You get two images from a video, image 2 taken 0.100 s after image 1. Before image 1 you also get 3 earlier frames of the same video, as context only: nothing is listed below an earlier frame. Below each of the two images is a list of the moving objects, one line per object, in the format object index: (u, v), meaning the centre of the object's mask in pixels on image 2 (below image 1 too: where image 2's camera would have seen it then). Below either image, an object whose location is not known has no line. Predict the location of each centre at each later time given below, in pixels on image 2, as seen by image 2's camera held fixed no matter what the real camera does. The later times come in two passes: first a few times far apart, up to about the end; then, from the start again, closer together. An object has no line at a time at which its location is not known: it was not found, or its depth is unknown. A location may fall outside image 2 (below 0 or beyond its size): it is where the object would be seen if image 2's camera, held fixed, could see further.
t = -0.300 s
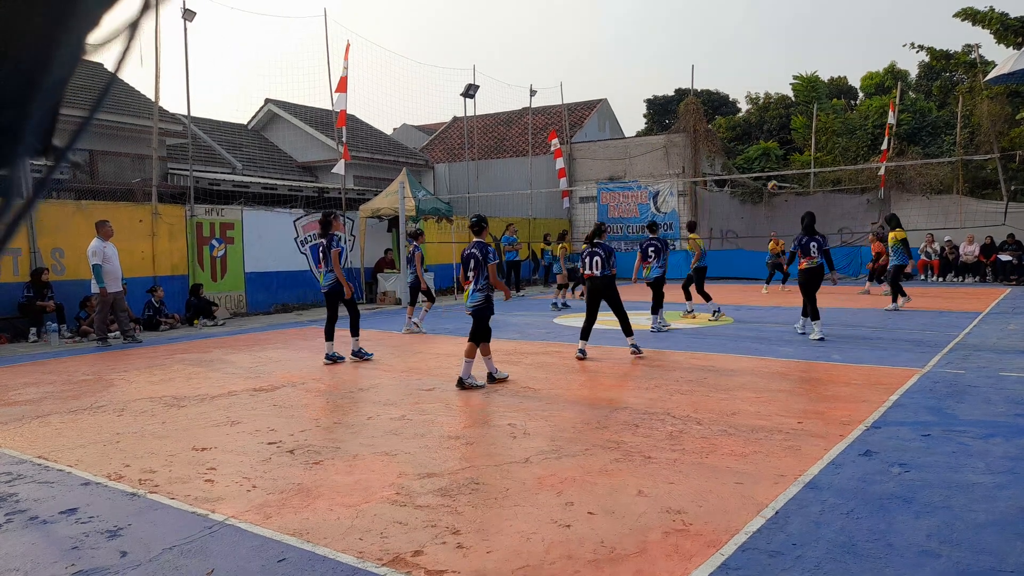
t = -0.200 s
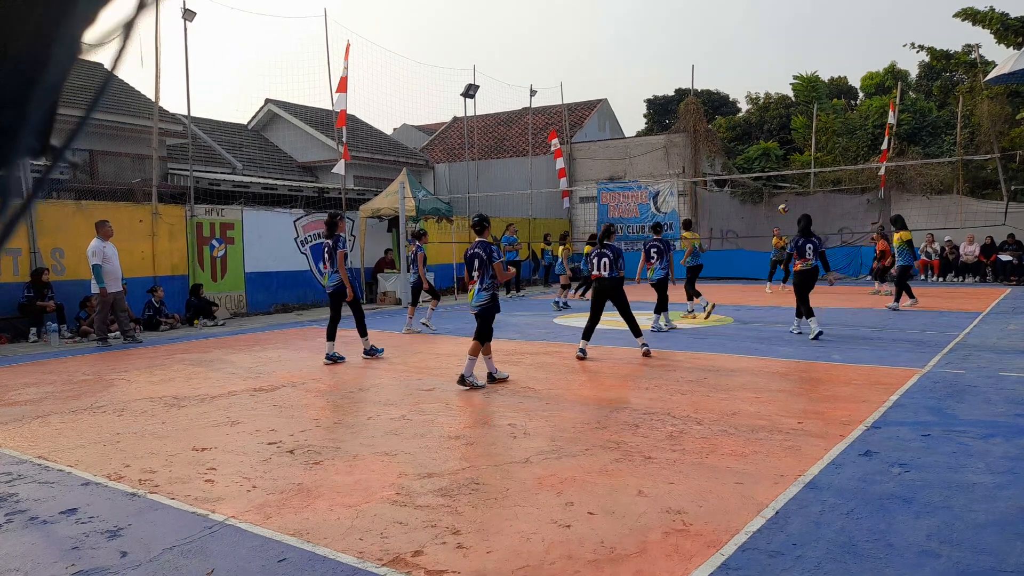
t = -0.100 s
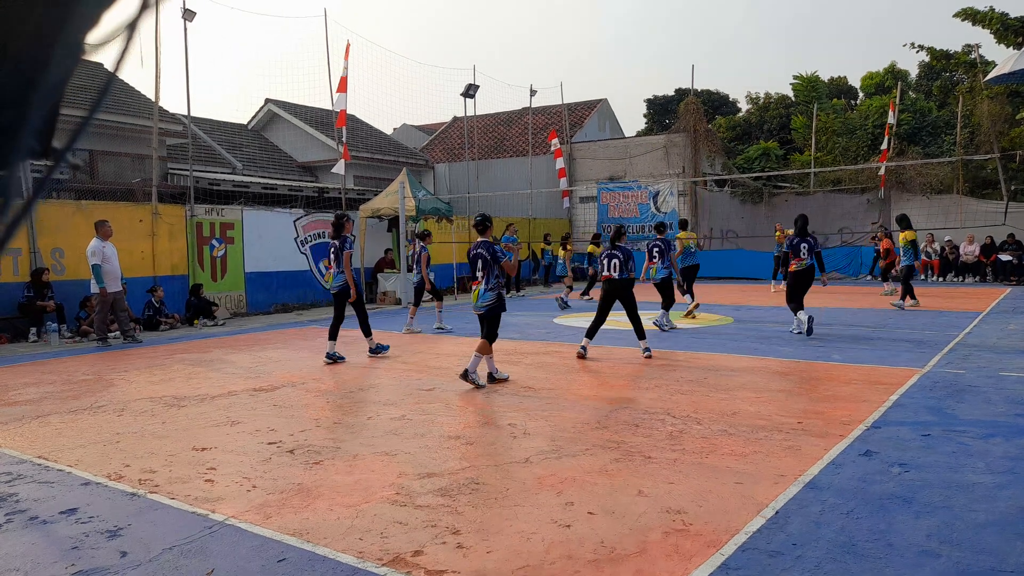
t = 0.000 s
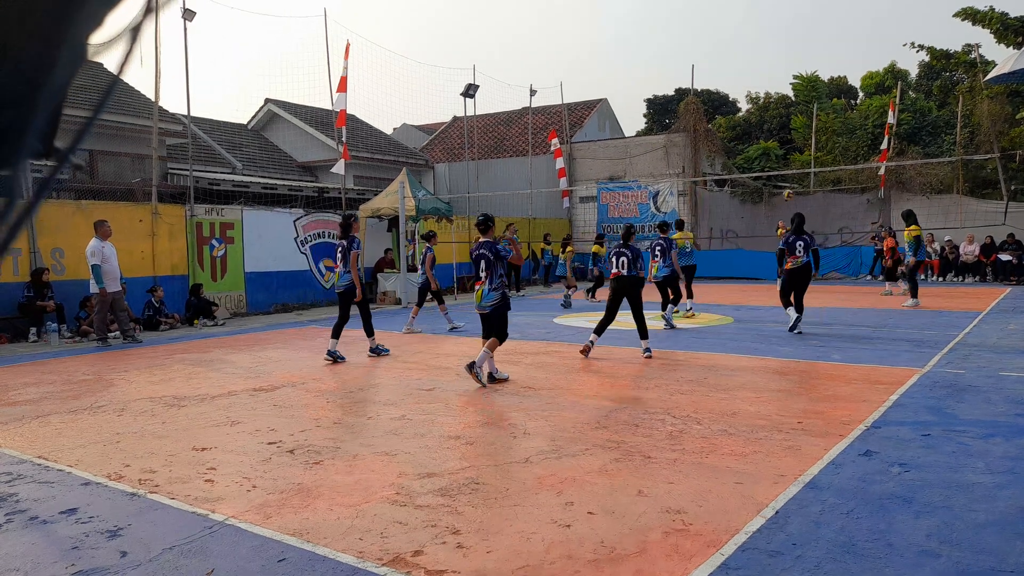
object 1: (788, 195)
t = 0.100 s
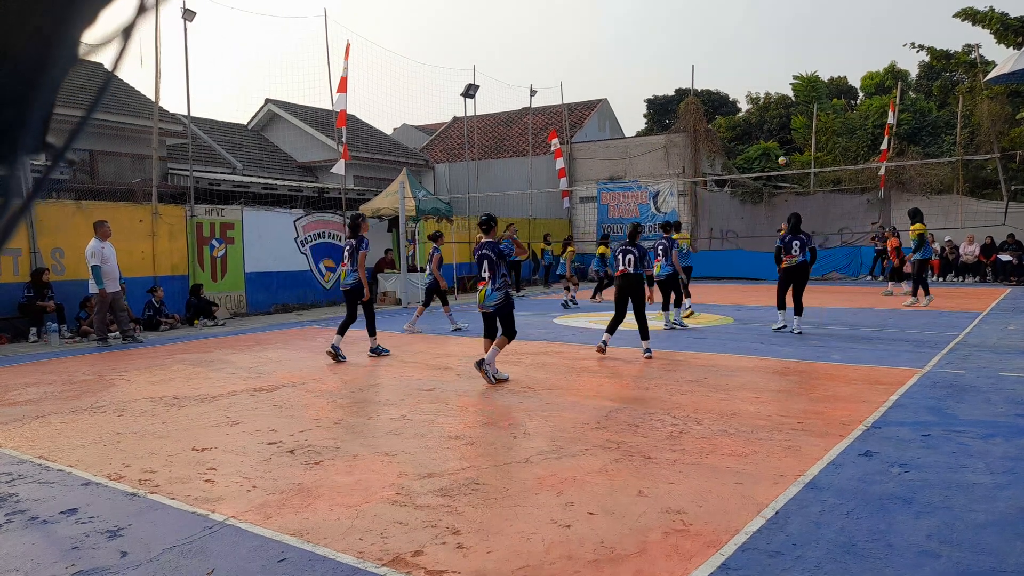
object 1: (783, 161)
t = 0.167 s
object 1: (780, 139)
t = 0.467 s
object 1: (766, 71)
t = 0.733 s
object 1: (753, 44)
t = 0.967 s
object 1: (740, 48)
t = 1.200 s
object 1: (727, 78)
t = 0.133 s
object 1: (781, 150)
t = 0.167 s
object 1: (780, 139)
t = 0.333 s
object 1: (772, 97)
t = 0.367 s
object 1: (771, 90)
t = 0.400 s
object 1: (769, 83)
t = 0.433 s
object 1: (768, 77)
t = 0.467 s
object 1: (766, 71)
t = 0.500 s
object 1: (765, 66)
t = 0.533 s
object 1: (763, 61)
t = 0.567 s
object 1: (761, 57)
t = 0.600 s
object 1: (759, 54)
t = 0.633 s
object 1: (758, 51)
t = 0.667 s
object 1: (756, 48)
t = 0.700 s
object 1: (754, 46)
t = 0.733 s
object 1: (753, 44)
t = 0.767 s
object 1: (751, 43)
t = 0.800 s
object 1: (749, 43)
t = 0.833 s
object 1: (747, 43)
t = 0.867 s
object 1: (745, 43)
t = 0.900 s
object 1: (744, 44)
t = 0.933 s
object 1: (742, 46)
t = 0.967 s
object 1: (740, 48)
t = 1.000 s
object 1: (738, 51)
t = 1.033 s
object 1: (737, 54)
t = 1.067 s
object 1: (735, 58)
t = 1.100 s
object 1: (733, 62)
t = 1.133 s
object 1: (731, 67)
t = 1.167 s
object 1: (729, 72)
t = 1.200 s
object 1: (727, 78)
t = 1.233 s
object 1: (725, 85)
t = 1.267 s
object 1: (724, 92)
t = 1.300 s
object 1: (721, 99)
